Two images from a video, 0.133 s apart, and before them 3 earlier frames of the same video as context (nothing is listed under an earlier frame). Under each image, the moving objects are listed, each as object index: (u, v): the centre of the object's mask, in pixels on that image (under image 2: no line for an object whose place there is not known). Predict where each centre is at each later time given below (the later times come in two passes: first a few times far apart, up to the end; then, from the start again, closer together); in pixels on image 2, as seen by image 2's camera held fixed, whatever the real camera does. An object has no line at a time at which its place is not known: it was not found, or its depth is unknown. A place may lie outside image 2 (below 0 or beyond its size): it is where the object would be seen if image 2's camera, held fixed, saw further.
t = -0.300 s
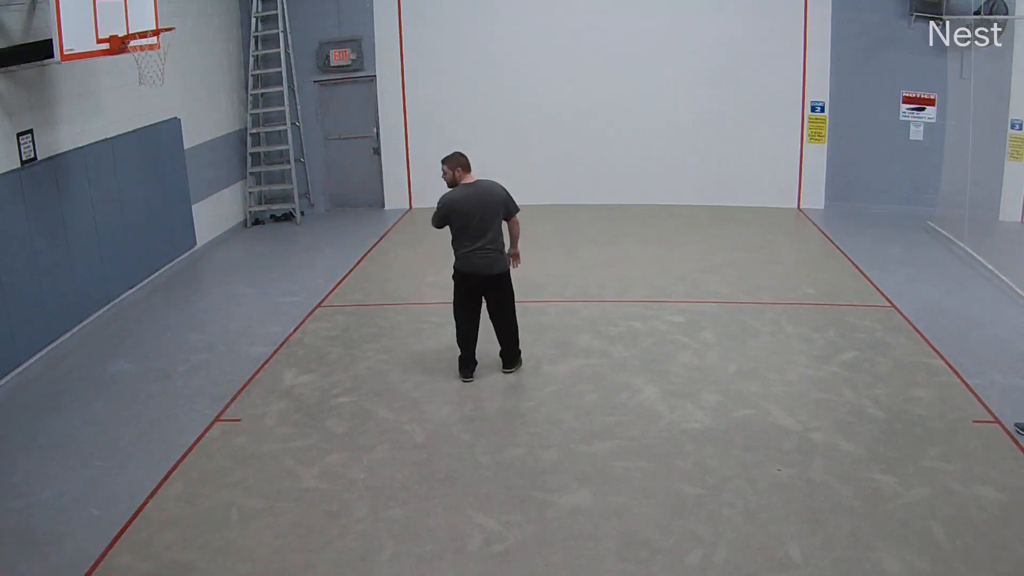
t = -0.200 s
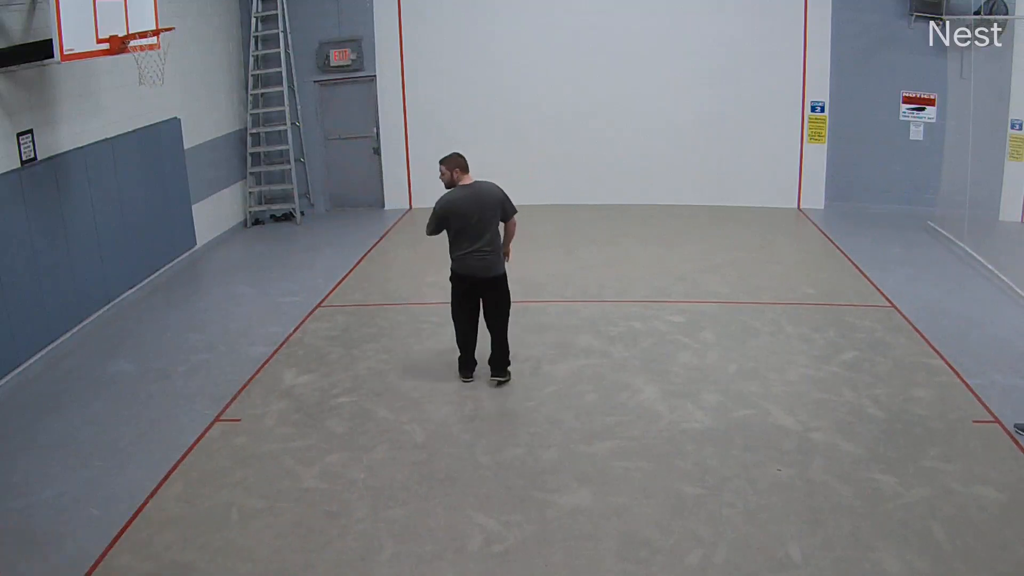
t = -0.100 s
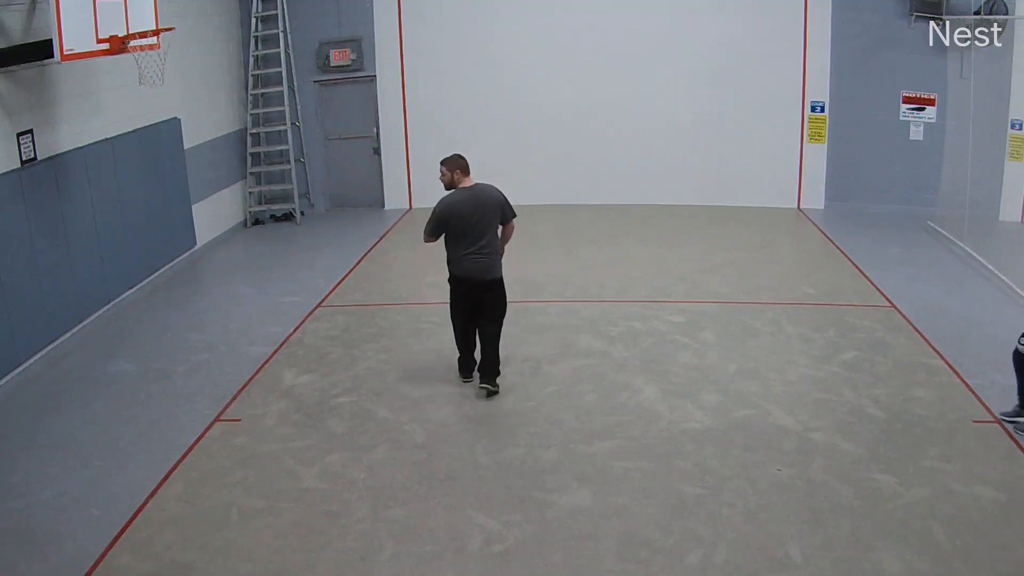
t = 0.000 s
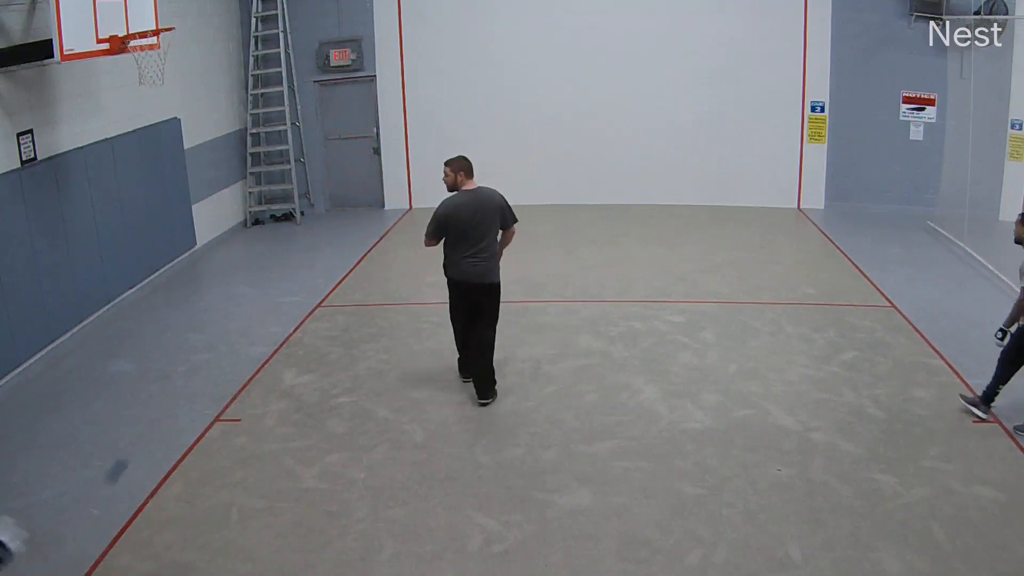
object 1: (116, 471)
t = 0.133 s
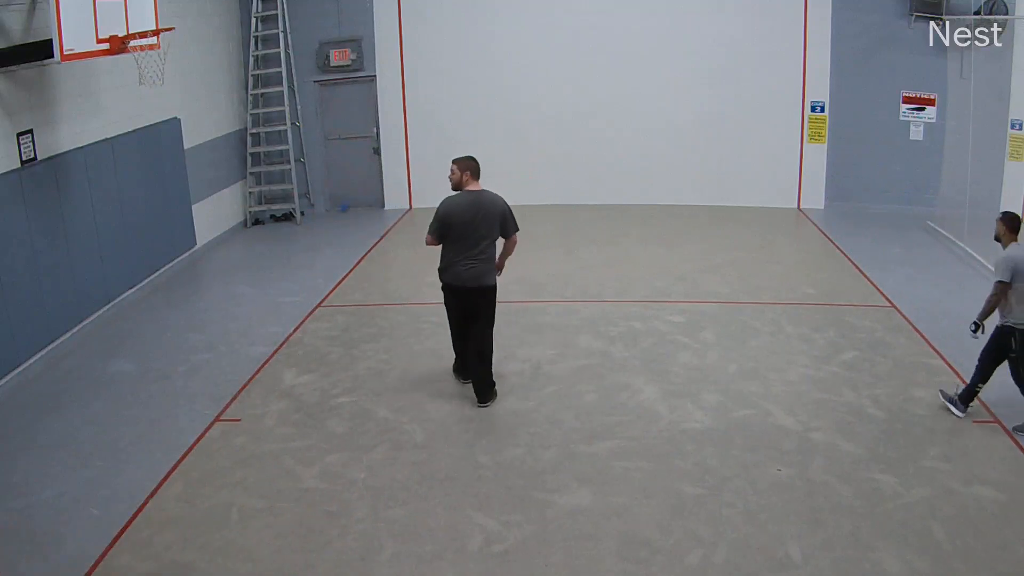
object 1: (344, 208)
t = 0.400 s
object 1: (556, 62)
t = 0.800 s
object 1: (668, 81)
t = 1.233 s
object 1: (717, 242)
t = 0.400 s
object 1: (556, 62)
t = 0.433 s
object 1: (571, 58)
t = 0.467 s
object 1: (585, 56)
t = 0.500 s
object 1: (596, 54)
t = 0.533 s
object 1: (607, 54)
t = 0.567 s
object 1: (617, 55)
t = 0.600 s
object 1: (626, 57)
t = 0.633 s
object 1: (634, 60)
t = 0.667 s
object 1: (642, 63)
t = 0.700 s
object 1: (650, 67)
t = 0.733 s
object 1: (656, 71)
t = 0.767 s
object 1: (662, 76)
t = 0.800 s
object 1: (668, 81)
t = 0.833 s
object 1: (674, 86)
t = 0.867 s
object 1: (678, 92)
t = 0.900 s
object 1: (682, 100)
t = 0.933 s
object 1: (685, 110)
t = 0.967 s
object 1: (688, 122)
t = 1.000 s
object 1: (692, 135)
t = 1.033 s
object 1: (696, 149)
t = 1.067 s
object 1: (699, 165)
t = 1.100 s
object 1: (703, 182)
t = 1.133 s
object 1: (707, 201)
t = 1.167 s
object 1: (710, 222)
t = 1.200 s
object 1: (714, 244)
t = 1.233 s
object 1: (717, 242)
